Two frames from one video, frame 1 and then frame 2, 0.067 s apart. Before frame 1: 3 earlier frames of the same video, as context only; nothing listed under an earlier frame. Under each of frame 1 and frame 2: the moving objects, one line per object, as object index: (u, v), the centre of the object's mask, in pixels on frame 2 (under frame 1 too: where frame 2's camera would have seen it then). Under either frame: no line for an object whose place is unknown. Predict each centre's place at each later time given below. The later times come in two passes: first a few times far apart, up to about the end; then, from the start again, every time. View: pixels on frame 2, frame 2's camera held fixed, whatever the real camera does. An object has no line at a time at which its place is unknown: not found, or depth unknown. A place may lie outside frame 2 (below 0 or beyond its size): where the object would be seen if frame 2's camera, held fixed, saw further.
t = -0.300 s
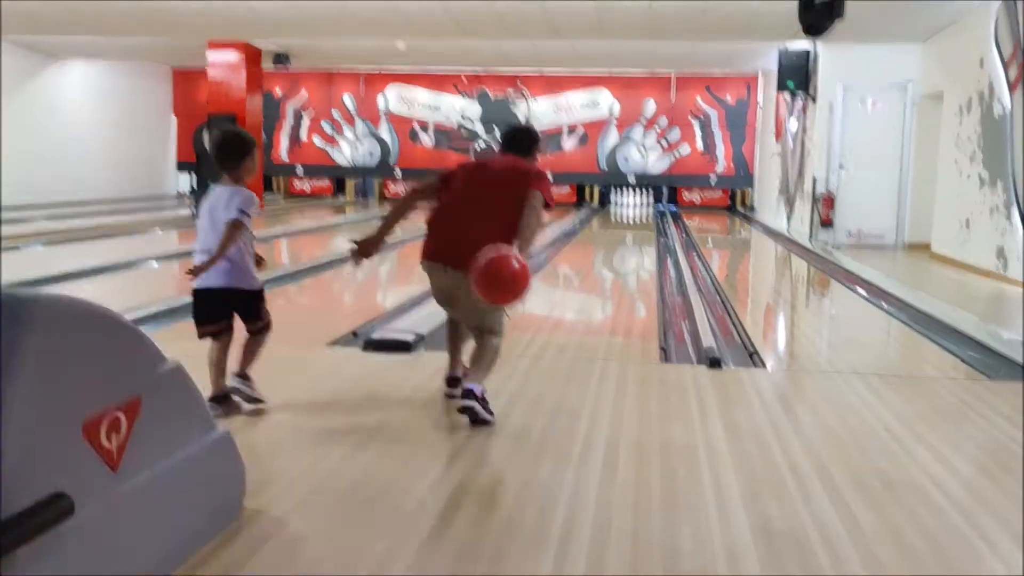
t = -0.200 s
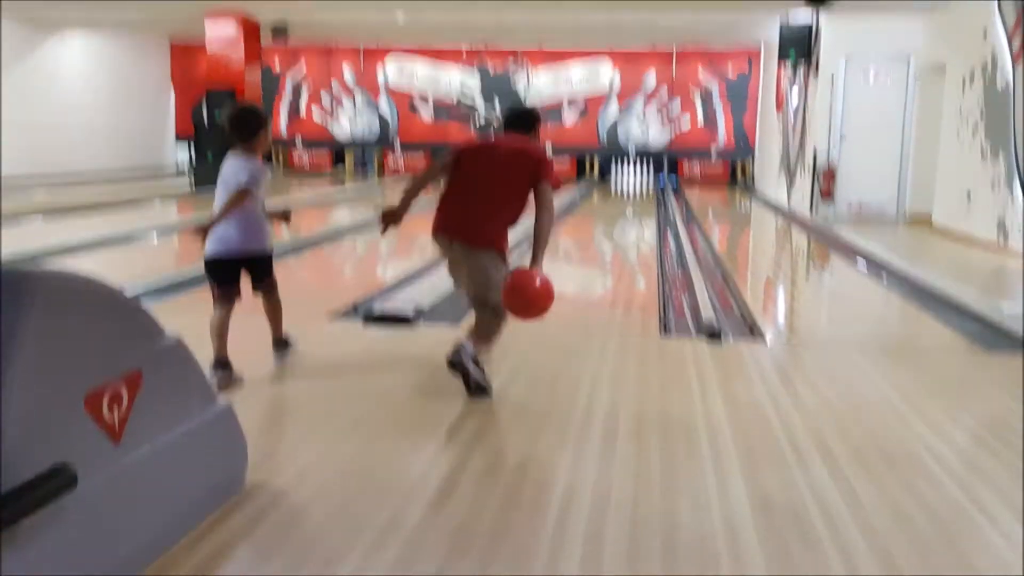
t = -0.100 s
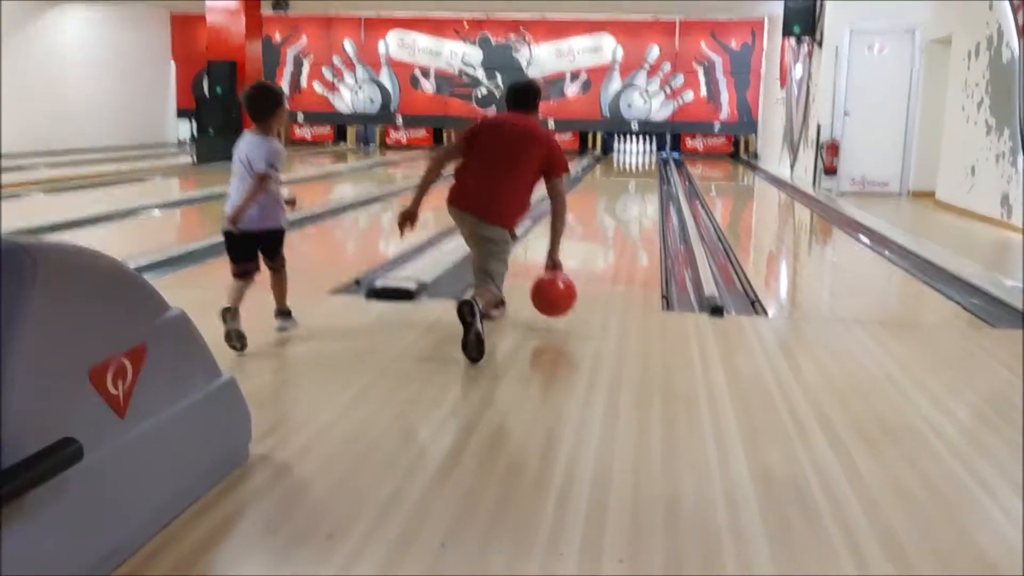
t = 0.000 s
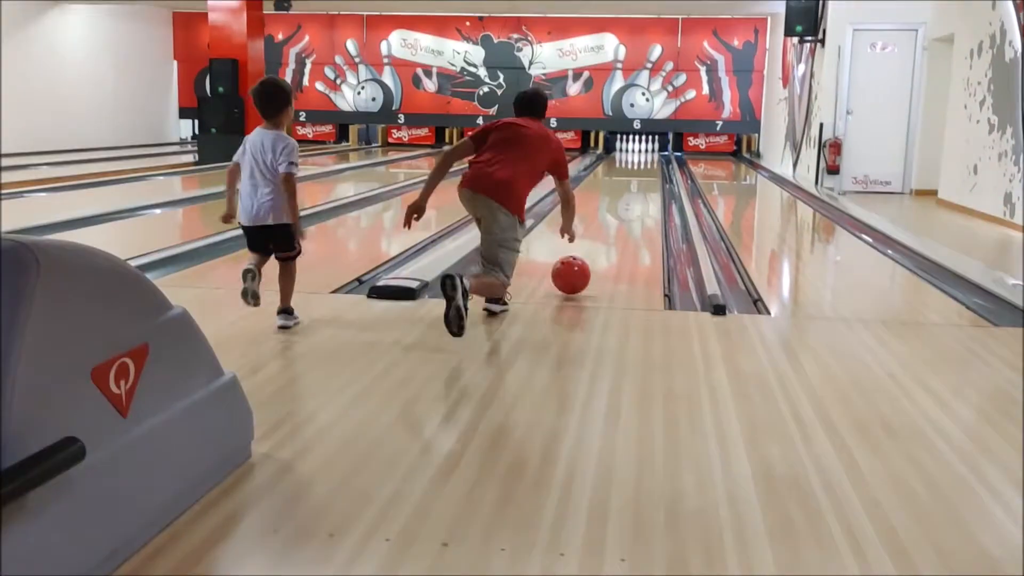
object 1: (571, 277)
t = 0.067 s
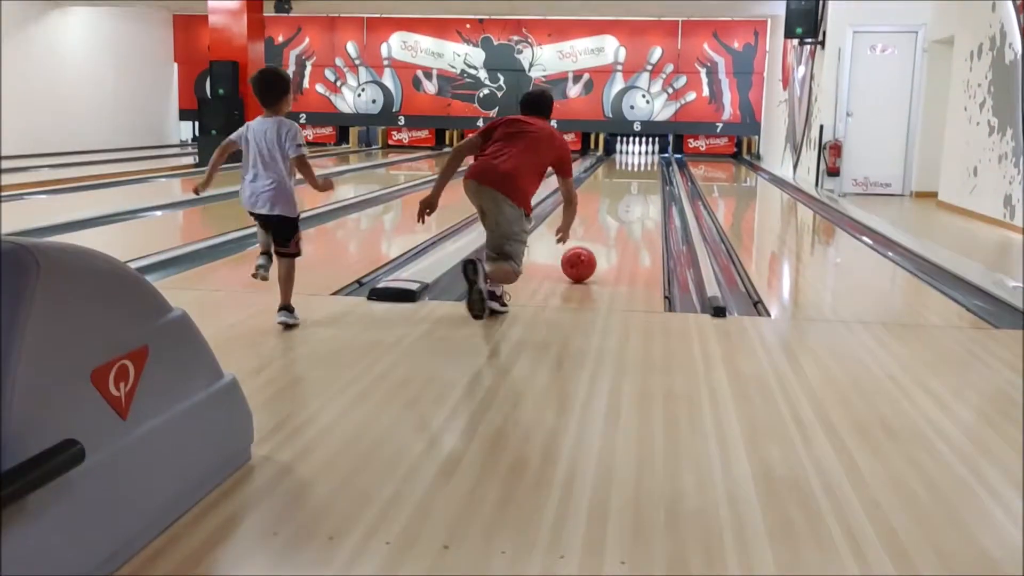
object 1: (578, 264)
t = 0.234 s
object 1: (593, 236)
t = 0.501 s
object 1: (608, 207)
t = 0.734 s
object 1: (615, 192)
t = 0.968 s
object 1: (620, 181)
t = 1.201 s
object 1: (624, 173)
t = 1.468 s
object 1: (628, 167)
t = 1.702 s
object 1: (630, 162)
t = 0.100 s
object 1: (582, 257)
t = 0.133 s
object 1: (585, 251)
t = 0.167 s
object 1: (588, 246)
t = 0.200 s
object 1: (591, 241)
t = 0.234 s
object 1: (593, 236)
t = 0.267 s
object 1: (596, 232)
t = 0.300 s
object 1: (598, 228)
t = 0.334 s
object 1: (600, 224)
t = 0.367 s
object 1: (602, 221)
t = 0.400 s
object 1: (604, 217)
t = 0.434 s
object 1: (605, 214)
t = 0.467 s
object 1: (607, 211)
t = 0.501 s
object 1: (608, 207)
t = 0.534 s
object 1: (609, 205)
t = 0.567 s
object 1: (610, 202)
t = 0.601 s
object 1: (611, 200)
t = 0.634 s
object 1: (612, 198)
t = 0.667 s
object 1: (613, 196)
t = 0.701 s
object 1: (614, 194)
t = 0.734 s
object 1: (615, 192)
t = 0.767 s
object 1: (616, 191)
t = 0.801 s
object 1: (617, 189)
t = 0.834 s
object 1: (617, 187)
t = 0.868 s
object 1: (618, 186)
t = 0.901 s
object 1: (619, 184)
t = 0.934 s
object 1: (620, 183)
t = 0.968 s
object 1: (620, 181)
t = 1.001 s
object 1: (621, 180)
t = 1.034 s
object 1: (622, 178)
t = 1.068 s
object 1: (623, 177)
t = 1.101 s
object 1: (623, 176)
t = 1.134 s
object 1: (623, 175)
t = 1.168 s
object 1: (624, 174)
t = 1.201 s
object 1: (624, 173)
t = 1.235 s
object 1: (625, 173)
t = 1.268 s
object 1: (625, 172)
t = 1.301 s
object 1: (626, 171)
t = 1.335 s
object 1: (626, 170)
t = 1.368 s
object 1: (627, 169)
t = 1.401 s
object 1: (627, 168)
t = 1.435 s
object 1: (627, 168)
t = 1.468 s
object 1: (628, 167)
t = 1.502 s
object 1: (628, 166)
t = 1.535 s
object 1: (629, 165)
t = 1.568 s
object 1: (629, 164)
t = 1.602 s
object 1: (630, 164)
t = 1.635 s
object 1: (630, 163)
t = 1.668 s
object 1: (630, 162)
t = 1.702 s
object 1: (630, 162)
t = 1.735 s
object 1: (630, 161)
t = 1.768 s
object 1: (631, 161)
